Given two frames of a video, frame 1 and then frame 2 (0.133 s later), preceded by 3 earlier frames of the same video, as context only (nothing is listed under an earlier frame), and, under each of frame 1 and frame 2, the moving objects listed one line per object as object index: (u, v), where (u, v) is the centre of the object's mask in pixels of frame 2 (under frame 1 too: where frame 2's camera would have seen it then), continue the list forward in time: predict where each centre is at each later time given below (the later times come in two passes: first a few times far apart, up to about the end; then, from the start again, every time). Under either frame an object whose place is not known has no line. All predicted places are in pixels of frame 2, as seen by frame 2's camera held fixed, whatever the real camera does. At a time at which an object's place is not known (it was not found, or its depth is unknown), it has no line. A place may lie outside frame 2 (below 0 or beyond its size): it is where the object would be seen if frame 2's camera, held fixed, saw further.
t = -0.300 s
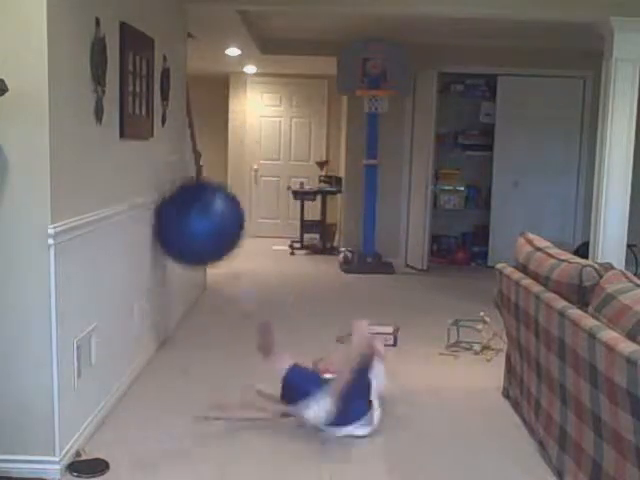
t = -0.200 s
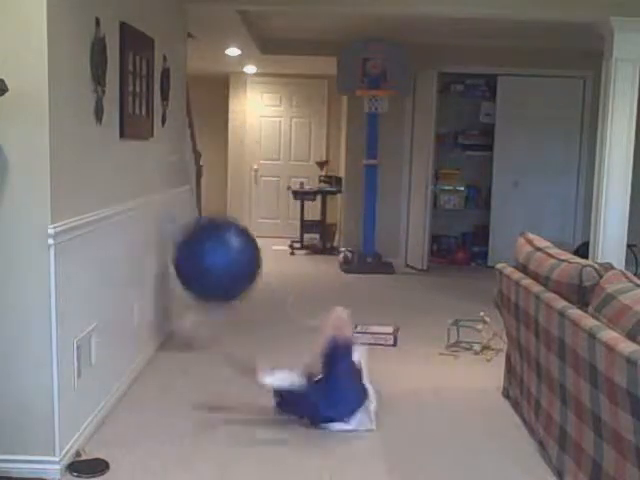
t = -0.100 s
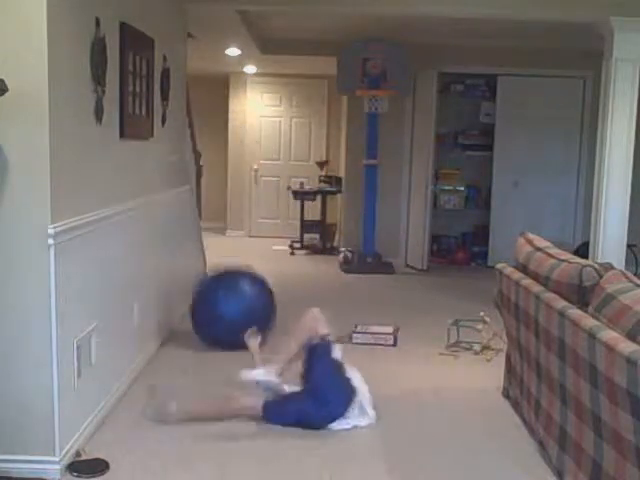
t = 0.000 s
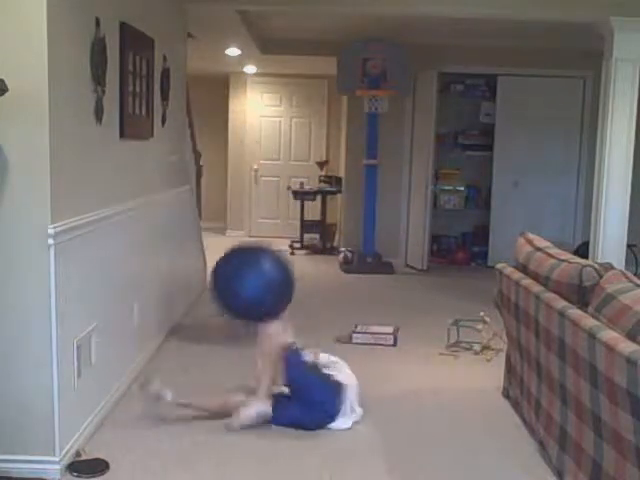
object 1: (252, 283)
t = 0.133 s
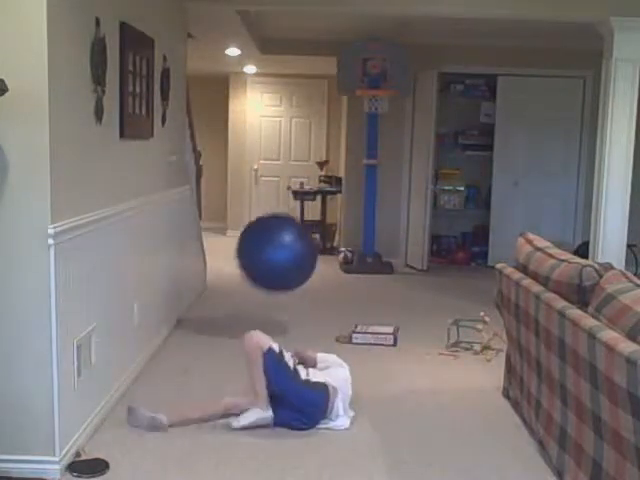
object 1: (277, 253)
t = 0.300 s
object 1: (304, 247)
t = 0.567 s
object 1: (346, 290)
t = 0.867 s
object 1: (392, 266)
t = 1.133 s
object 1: (426, 268)
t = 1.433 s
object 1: (460, 278)
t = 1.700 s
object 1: (480, 270)
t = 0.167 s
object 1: (281, 249)
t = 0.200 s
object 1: (286, 246)
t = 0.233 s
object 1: (293, 245)
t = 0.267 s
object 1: (298, 246)
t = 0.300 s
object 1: (304, 247)
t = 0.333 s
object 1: (310, 250)
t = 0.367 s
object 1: (315, 254)
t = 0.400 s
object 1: (320, 260)
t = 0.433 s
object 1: (326, 267)
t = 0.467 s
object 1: (331, 275)
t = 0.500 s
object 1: (337, 286)
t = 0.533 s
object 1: (341, 291)
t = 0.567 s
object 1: (346, 290)
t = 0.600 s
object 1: (352, 283)
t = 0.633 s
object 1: (357, 275)
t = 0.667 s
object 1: (362, 270)
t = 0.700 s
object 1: (367, 267)
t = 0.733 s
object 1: (372, 264)
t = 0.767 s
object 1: (378, 262)
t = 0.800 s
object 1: (381, 262)
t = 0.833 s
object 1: (388, 264)
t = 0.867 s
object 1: (392, 266)
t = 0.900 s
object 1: (396, 271)
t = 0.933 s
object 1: (401, 276)
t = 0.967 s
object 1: (406, 282)
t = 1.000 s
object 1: (410, 284)
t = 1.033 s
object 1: (413, 281)
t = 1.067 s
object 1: (417, 277)
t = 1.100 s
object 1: (424, 269)
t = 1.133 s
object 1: (426, 268)
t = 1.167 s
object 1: (431, 266)
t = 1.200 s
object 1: (433, 266)
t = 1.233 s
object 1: (437, 268)
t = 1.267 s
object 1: (441, 270)
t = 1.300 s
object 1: (444, 271)
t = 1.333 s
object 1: (447, 278)
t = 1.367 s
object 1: (451, 281)
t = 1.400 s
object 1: (455, 280)
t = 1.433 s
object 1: (460, 278)
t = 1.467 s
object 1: (464, 270)
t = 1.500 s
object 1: (465, 268)
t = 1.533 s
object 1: (467, 267)
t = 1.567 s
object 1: (473, 270)
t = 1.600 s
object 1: (474, 270)
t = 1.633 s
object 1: (476, 272)
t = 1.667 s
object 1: (478, 273)
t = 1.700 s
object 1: (480, 270)
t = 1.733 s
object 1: (482, 267)
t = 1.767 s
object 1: (486, 265)
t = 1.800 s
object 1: (487, 263)
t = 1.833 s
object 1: (490, 263)
